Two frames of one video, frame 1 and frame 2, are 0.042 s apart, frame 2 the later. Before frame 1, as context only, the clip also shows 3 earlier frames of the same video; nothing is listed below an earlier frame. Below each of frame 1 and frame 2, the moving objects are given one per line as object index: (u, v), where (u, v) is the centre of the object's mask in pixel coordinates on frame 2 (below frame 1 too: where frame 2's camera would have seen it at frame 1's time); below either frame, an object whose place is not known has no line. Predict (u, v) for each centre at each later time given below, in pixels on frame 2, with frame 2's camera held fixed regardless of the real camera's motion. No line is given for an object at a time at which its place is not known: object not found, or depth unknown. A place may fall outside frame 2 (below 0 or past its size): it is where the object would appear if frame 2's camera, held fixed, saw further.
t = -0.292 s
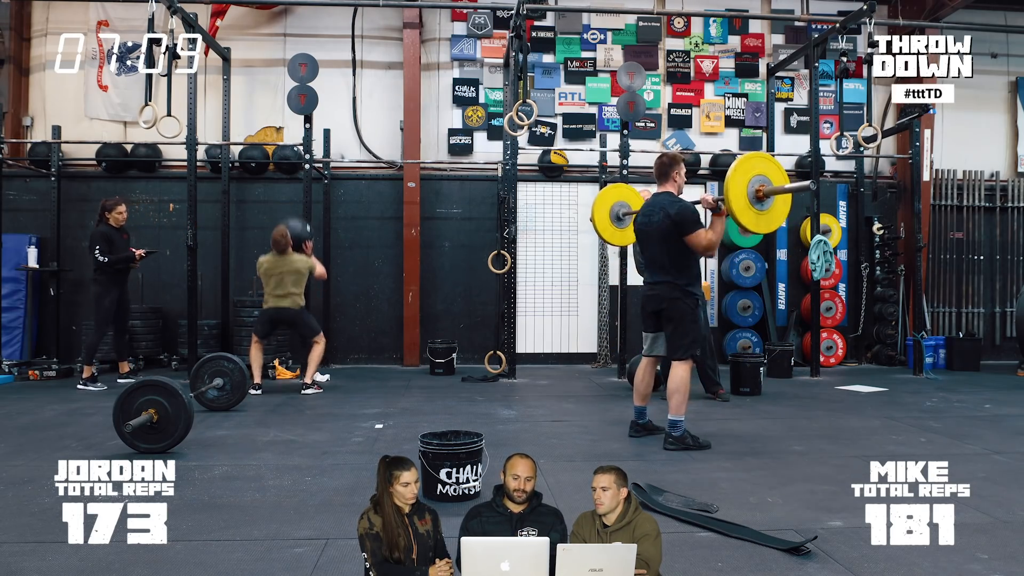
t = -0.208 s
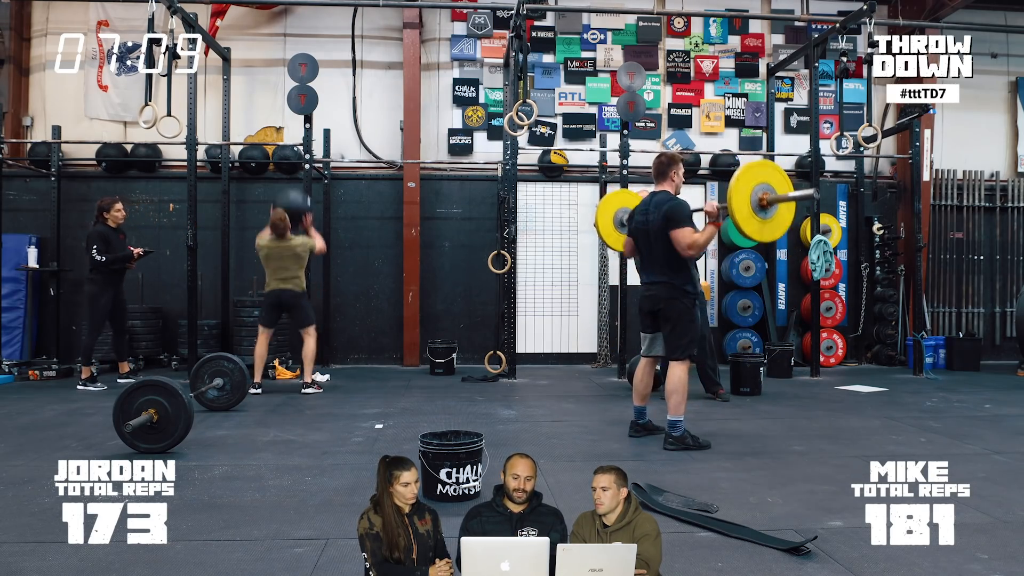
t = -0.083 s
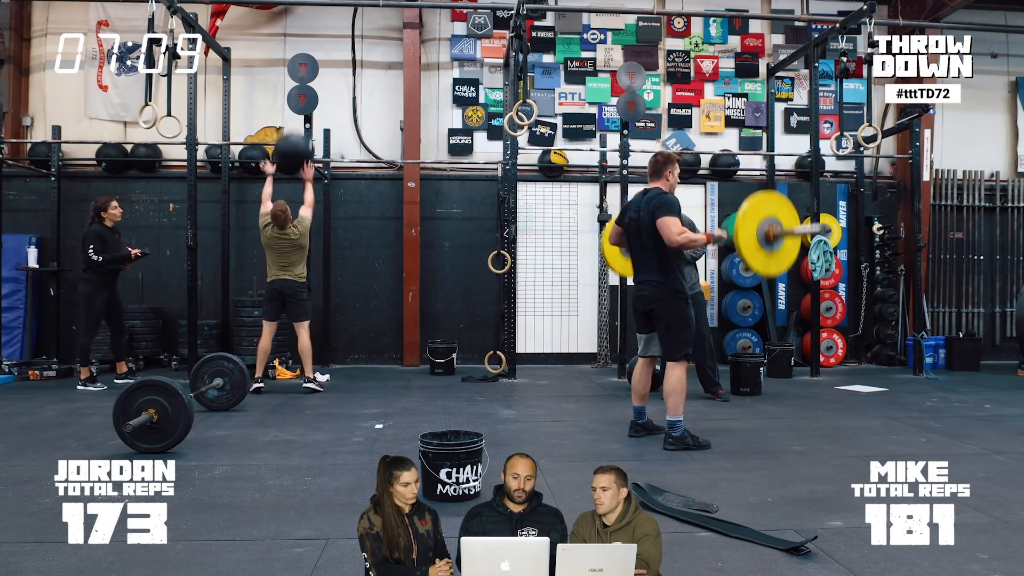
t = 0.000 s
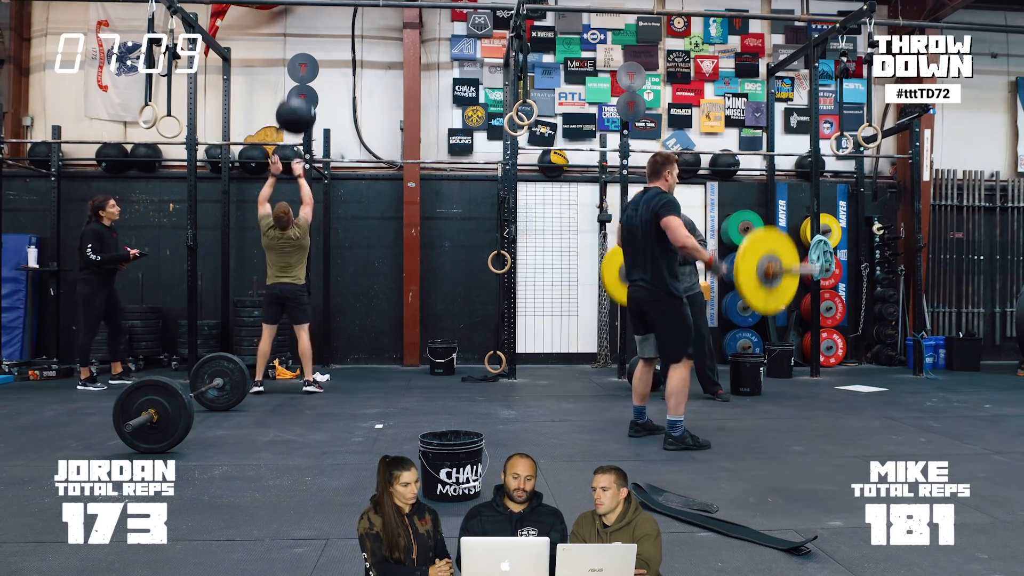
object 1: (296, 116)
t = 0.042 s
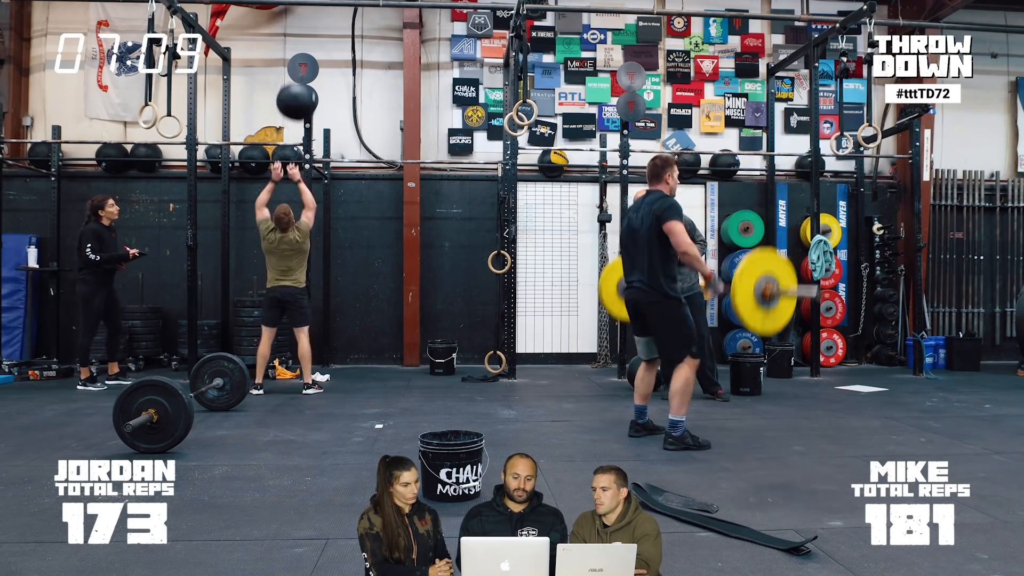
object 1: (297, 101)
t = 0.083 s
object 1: (296, 89)
